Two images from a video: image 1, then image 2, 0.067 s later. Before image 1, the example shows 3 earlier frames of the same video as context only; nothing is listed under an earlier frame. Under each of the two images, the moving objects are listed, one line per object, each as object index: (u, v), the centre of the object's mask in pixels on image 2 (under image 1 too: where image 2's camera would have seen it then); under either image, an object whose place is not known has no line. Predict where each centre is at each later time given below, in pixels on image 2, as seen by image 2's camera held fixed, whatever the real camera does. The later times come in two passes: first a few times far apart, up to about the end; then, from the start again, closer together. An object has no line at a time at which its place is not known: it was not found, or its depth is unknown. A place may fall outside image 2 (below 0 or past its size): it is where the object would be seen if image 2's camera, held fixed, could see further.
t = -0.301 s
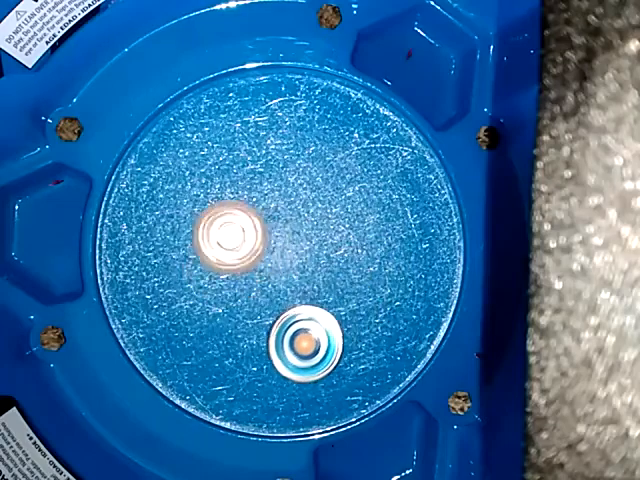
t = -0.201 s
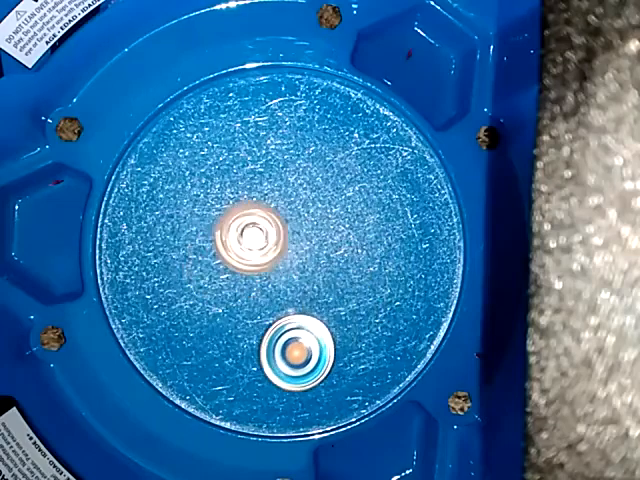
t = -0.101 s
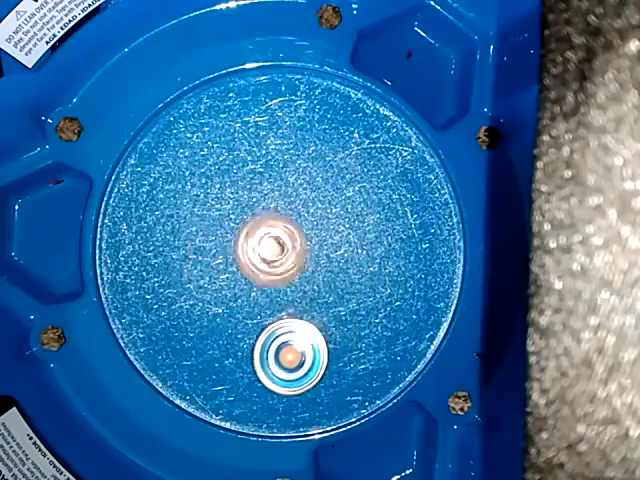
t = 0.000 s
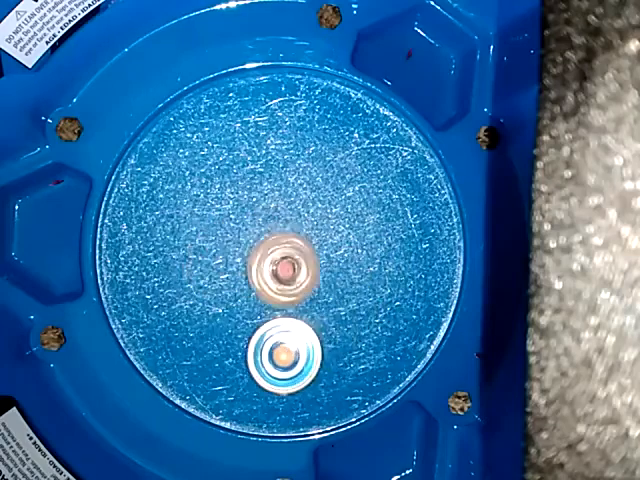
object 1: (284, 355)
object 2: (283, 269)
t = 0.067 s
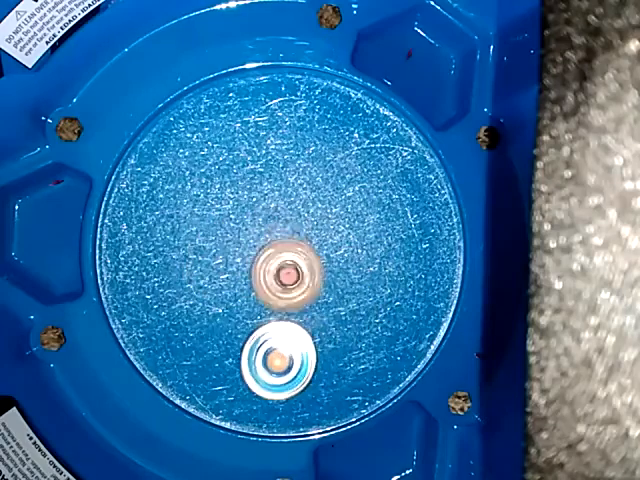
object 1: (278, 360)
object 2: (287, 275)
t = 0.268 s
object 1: (266, 361)
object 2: (287, 283)
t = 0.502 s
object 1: (240, 421)
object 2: (336, 189)
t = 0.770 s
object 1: (253, 369)
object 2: (357, 223)
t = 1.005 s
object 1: (195, 317)
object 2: (305, 251)
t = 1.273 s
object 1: (73, 316)
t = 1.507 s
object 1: (152, 280)
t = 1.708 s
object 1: (65, 348)
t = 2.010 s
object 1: (201, 308)
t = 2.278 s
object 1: (281, 216)
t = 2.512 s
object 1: (300, 156)
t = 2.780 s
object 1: (310, 132)
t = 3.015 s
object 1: (318, 161)
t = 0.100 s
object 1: (275, 363)
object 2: (288, 276)
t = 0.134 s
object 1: (273, 365)
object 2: (289, 278)
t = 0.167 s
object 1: (271, 365)
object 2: (289, 280)
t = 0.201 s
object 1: (269, 364)
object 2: (288, 282)
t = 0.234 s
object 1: (268, 363)
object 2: (288, 282)
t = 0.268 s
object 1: (266, 361)
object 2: (287, 283)
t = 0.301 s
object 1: (258, 371)
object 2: (288, 276)
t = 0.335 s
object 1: (246, 393)
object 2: (297, 252)
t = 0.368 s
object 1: (237, 407)
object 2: (305, 231)
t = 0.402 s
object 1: (234, 415)
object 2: (314, 213)
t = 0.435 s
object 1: (234, 420)
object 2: (320, 200)
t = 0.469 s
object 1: (237, 421)
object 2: (328, 193)
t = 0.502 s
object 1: (240, 421)
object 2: (336, 189)
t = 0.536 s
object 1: (243, 419)
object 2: (343, 188)
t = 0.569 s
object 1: (246, 416)
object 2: (349, 188)
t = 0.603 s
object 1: (249, 410)
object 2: (355, 191)
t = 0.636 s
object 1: (251, 403)
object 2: (359, 195)
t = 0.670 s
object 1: (253, 396)
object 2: (361, 202)
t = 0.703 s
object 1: (254, 387)
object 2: (362, 208)
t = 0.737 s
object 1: (254, 379)
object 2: (360, 215)
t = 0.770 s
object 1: (253, 369)
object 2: (357, 223)
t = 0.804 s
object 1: (251, 359)
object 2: (351, 231)
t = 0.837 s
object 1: (248, 351)
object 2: (343, 240)
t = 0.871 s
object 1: (244, 341)
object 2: (334, 247)
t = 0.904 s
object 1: (241, 331)
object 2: (322, 252)
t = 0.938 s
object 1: (237, 322)
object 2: (311, 255)
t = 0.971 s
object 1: (232, 312)
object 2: (300, 258)
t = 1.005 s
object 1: (195, 317)
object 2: (305, 251)
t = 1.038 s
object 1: (138, 334)
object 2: (343, 226)
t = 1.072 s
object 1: (102, 342)
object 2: (375, 205)
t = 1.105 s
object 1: (82, 340)
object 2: (404, 188)
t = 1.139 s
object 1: (69, 334)
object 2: (424, 176)
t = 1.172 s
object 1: (55, 331)
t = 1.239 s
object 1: (68, 321)
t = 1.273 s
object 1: (73, 316)
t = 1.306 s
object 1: (80, 311)
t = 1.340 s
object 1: (87, 306)
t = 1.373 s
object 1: (94, 301)
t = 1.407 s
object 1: (105, 295)
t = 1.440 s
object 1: (120, 290)
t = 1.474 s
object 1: (136, 285)
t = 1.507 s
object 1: (152, 280)
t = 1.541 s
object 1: (168, 275)
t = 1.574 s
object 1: (182, 271)
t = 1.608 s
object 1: (133, 295)
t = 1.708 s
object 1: (65, 348)
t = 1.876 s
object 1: (130, 345)
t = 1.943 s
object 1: (165, 331)
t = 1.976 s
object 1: (183, 320)
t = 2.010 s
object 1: (201, 308)
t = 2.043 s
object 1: (217, 297)
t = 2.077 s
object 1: (233, 283)
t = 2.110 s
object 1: (246, 270)
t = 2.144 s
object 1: (257, 258)
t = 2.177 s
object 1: (266, 246)
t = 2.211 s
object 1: (272, 237)
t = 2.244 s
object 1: (277, 225)
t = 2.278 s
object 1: (281, 216)
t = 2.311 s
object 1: (285, 205)
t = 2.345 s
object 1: (288, 196)
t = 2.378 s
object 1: (291, 187)
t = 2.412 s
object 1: (293, 178)
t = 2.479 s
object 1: (298, 163)
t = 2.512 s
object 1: (300, 156)
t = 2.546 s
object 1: (302, 150)
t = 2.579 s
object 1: (303, 145)
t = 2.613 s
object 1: (305, 140)
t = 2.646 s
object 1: (307, 136)
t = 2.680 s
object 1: (308, 134)
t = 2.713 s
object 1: (309, 132)
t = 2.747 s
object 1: (310, 132)
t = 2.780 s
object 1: (310, 132)
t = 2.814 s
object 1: (311, 134)
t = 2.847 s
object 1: (312, 136)
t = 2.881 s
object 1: (313, 139)
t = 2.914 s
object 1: (314, 144)
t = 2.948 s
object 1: (315, 150)
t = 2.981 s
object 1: (316, 155)
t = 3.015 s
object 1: (318, 161)
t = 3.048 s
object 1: (320, 167)
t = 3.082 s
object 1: (322, 173)
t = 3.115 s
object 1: (325, 179)
